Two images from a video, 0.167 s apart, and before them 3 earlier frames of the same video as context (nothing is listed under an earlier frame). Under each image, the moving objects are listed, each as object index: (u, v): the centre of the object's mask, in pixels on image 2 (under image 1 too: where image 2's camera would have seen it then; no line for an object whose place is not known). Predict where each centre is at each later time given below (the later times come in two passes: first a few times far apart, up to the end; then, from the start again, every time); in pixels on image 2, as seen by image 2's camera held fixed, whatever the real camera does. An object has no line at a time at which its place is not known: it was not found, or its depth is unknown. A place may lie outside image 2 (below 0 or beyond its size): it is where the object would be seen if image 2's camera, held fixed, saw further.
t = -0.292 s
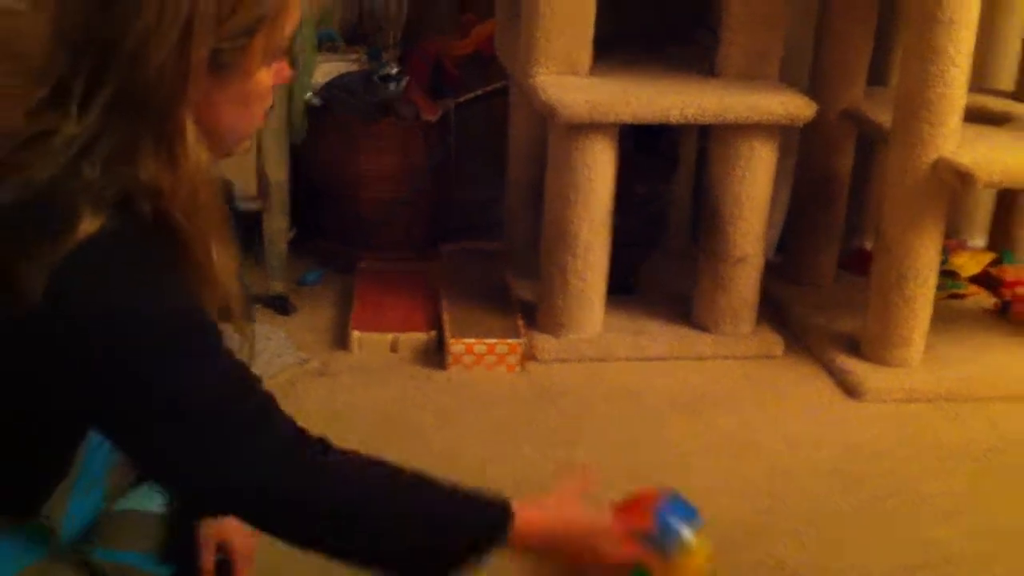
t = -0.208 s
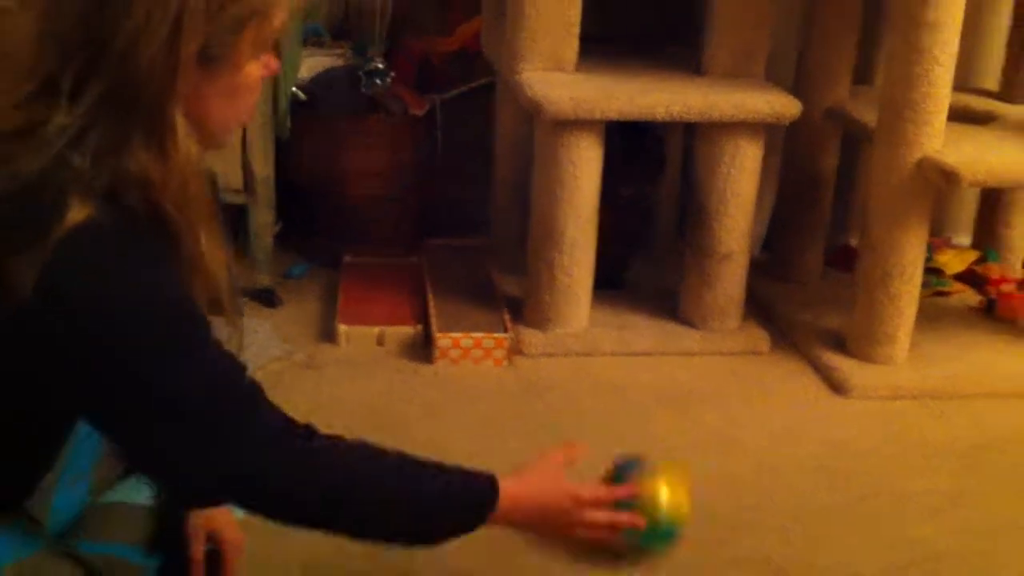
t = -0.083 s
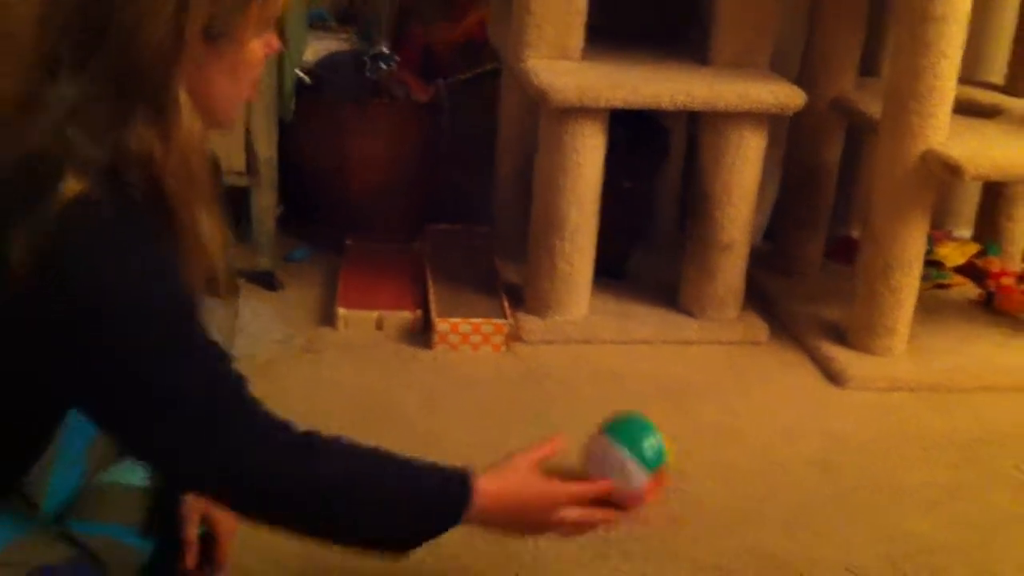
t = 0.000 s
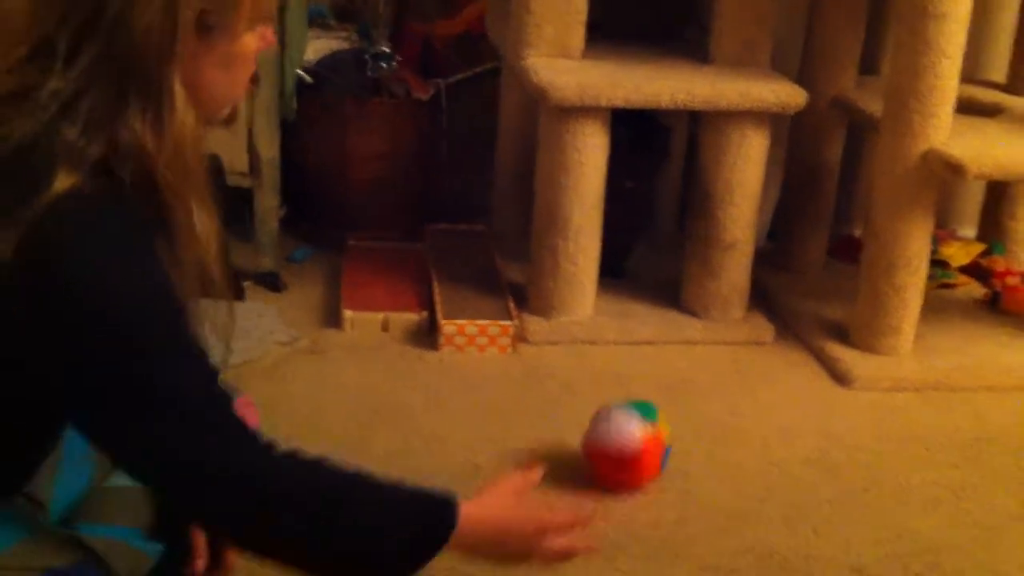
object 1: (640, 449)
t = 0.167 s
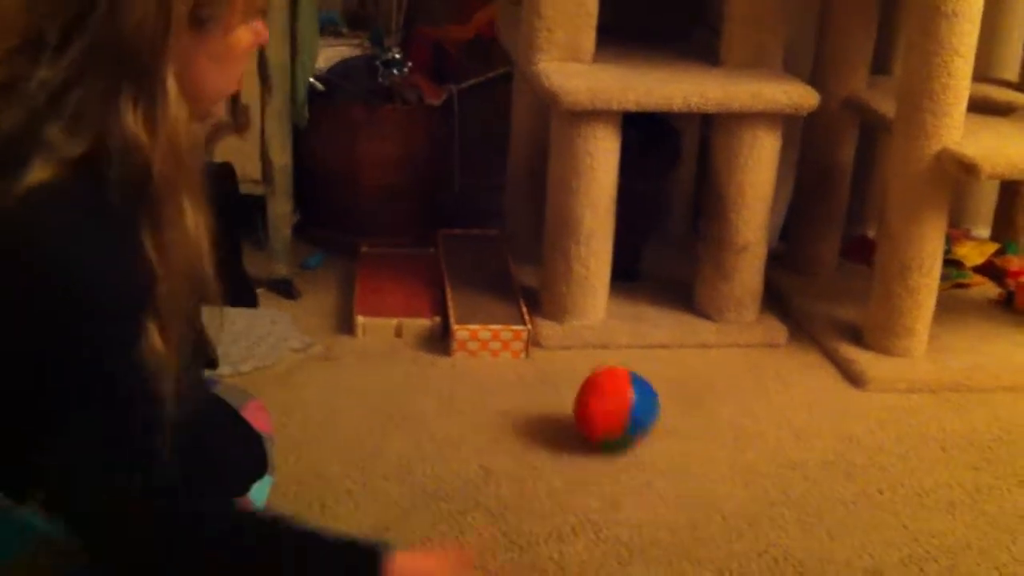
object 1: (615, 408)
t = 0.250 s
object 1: (605, 392)
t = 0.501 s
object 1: (575, 366)
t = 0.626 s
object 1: (558, 349)
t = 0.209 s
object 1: (609, 398)
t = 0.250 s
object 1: (605, 392)
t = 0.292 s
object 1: (599, 387)
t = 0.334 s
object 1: (593, 383)
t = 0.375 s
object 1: (588, 377)
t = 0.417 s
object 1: (583, 371)
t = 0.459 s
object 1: (579, 368)
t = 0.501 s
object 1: (575, 366)
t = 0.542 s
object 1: (570, 358)
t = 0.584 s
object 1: (564, 353)
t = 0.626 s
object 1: (558, 349)
